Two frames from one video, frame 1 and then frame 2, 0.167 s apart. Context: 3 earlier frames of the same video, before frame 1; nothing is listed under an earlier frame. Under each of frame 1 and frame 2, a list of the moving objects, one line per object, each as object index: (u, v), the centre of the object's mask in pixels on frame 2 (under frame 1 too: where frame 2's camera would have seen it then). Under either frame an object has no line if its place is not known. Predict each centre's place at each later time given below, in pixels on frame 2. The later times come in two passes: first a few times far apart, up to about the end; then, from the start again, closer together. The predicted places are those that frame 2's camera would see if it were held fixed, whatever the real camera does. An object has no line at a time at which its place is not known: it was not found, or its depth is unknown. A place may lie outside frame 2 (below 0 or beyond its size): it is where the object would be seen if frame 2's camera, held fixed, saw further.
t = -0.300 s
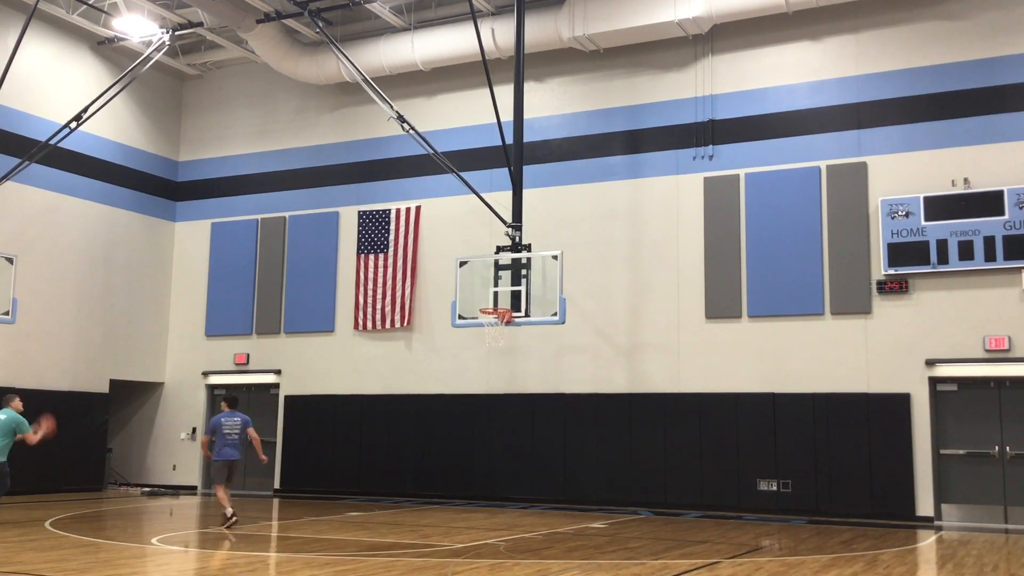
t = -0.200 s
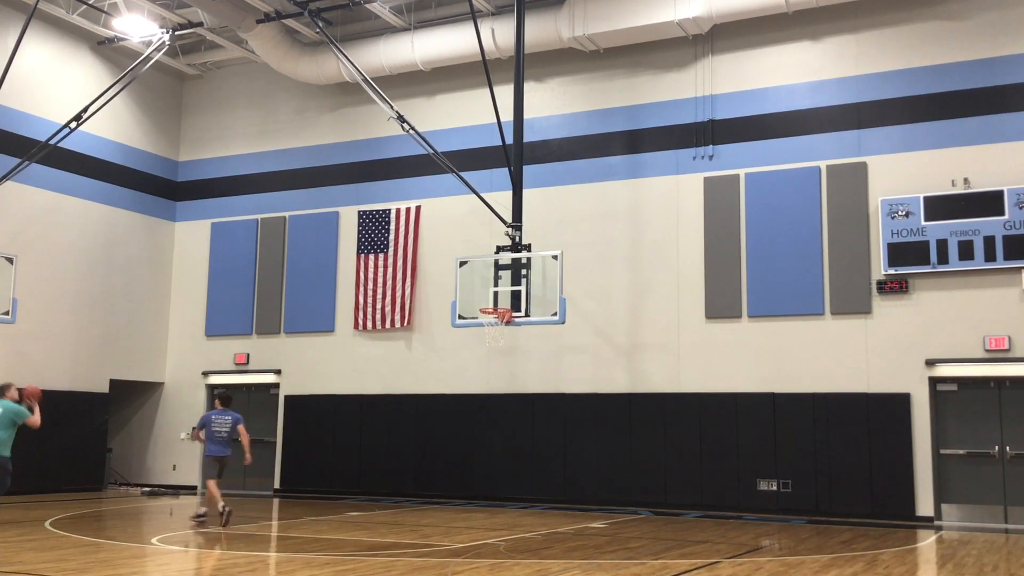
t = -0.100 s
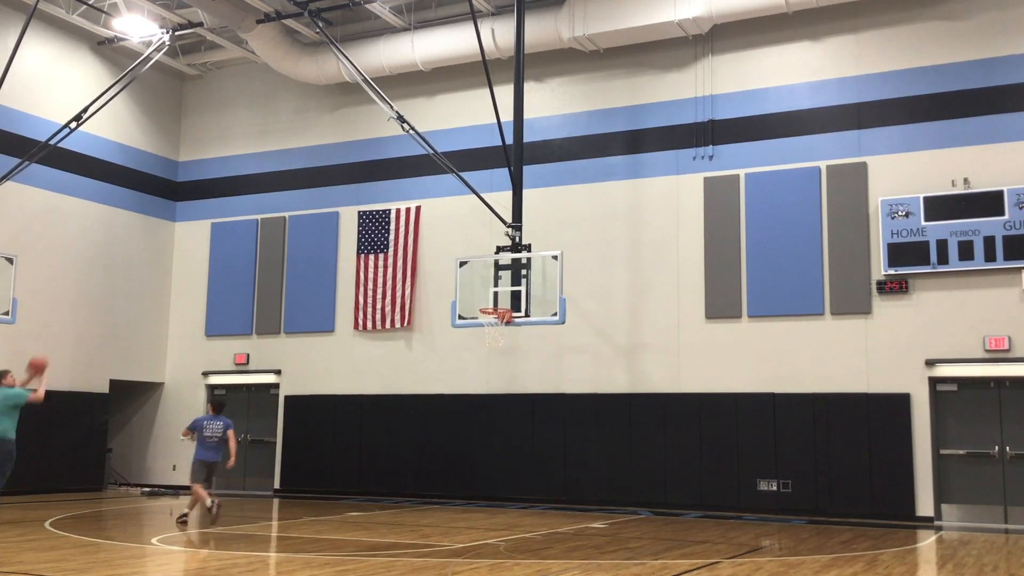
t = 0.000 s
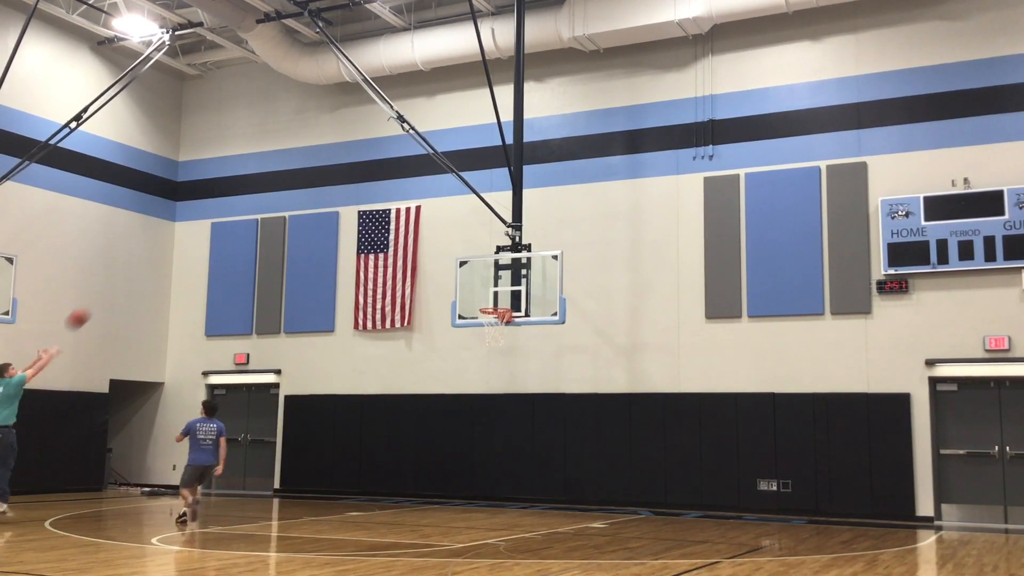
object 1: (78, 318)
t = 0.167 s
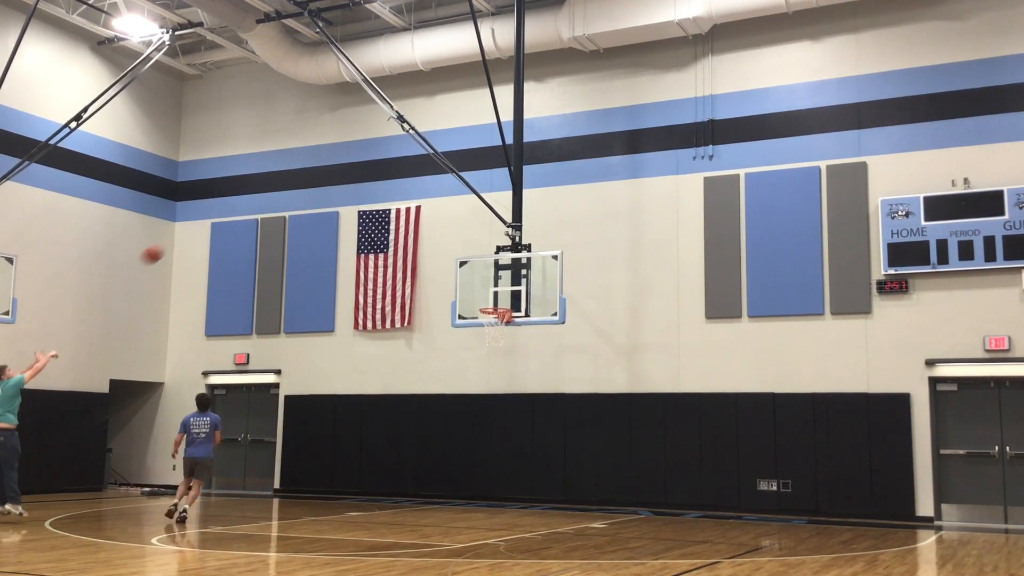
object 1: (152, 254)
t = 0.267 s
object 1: (194, 226)
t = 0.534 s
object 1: (295, 188)
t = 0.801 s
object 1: (386, 197)
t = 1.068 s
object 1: (470, 250)
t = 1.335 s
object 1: (525, 332)
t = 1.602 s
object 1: (534, 440)
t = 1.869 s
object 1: (534, 458)
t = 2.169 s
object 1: (522, 371)
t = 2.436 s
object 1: (510, 349)
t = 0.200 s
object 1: (166, 244)
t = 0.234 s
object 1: (180, 235)
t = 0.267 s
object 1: (194, 226)
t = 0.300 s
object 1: (208, 218)
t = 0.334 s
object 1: (221, 212)
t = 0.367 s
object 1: (234, 206)
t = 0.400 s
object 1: (246, 201)
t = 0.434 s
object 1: (259, 196)
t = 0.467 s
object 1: (271, 193)
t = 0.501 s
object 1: (283, 190)
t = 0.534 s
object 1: (295, 188)
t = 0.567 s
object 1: (307, 187)
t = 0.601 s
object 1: (318, 186)
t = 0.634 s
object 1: (330, 186)
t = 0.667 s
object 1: (342, 187)
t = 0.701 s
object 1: (353, 189)
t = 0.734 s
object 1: (364, 191)
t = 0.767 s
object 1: (375, 194)
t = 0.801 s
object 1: (386, 197)
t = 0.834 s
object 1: (397, 201)
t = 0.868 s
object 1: (407, 206)
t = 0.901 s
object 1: (419, 212)
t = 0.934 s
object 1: (429, 218)
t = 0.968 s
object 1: (439, 225)
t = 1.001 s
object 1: (450, 233)
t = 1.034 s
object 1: (460, 241)
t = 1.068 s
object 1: (470, 250)
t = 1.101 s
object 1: (480, 260)
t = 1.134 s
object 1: (490, 270)
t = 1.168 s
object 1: (500, 280)
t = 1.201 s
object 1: (511, 292)
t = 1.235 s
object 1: (519, 305)
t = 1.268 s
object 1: (524, 313)
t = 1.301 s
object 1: (525, 322)
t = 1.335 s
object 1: (525, 332)
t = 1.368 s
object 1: (526, 341)
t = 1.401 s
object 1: (527, 352)
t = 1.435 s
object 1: (528, 364)
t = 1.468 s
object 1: (529, 377)
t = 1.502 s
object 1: (530, 392)
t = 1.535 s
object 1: (531, 407)
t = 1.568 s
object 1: (532, 422)
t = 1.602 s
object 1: (534, 440)
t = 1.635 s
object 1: (535, 458)
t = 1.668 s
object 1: (536, 477)
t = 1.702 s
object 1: (537, 496)
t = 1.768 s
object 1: (537, 499)
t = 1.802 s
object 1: (536, 486)
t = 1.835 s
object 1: (535, 472)
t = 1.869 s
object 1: (534, 458)
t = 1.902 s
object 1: (532, 446)
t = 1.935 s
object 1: (531, 433)
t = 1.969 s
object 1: (530, 423)
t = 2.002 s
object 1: (528, 412)
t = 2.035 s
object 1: (528, 403)
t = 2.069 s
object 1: (526, 394)
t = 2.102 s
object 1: (525, 386)
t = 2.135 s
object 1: (523, 378)
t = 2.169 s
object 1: (522, 371)
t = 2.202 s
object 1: (520, 366)
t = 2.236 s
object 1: (519, 361)
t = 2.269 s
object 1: (518, 357)
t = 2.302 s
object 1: (516, 353)
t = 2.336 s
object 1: (515, 351)
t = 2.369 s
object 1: (513, 349)
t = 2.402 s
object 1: (511, 348)
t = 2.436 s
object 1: (510, 349)
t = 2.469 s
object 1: (508, 350)
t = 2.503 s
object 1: (506, 352)
